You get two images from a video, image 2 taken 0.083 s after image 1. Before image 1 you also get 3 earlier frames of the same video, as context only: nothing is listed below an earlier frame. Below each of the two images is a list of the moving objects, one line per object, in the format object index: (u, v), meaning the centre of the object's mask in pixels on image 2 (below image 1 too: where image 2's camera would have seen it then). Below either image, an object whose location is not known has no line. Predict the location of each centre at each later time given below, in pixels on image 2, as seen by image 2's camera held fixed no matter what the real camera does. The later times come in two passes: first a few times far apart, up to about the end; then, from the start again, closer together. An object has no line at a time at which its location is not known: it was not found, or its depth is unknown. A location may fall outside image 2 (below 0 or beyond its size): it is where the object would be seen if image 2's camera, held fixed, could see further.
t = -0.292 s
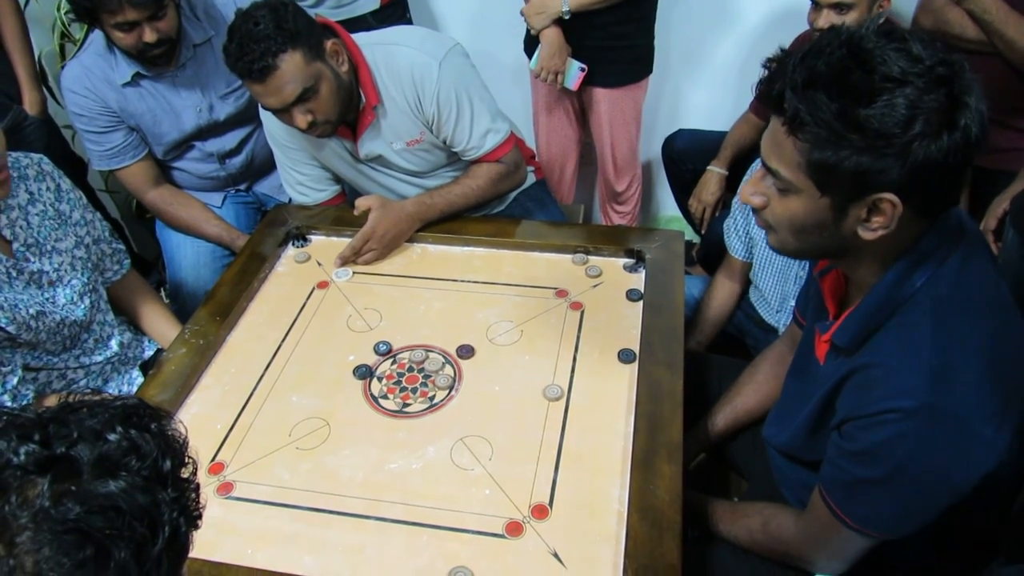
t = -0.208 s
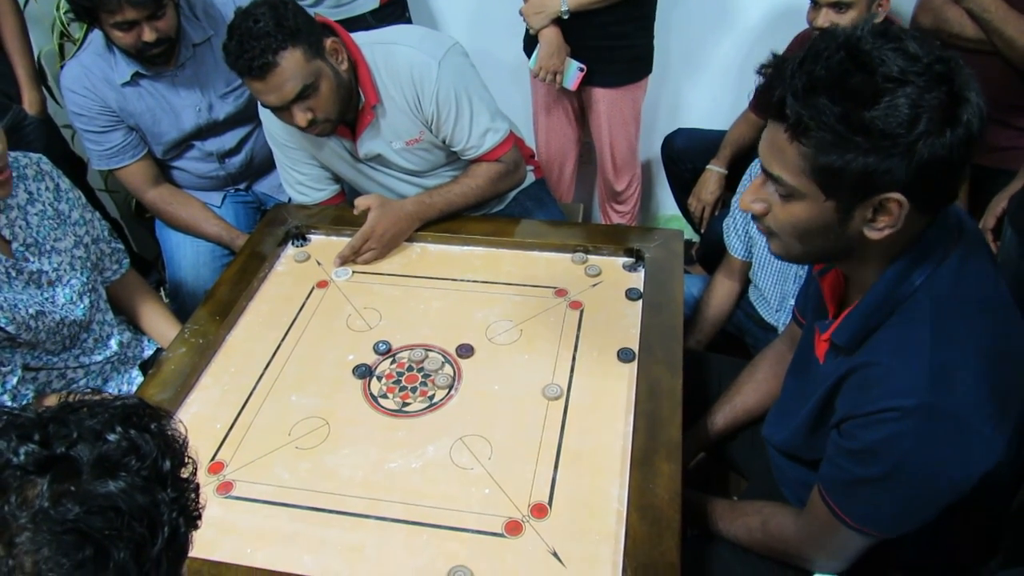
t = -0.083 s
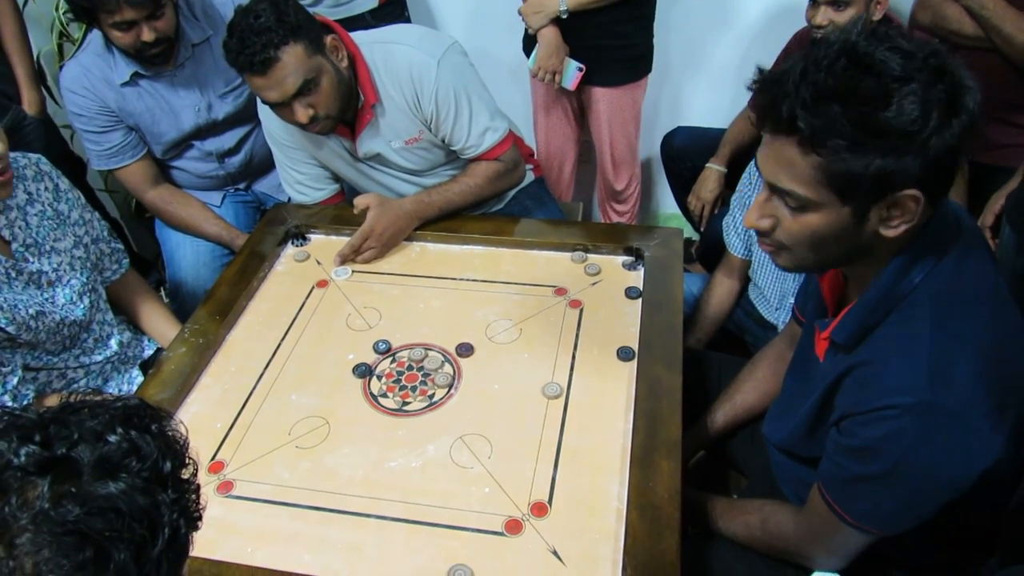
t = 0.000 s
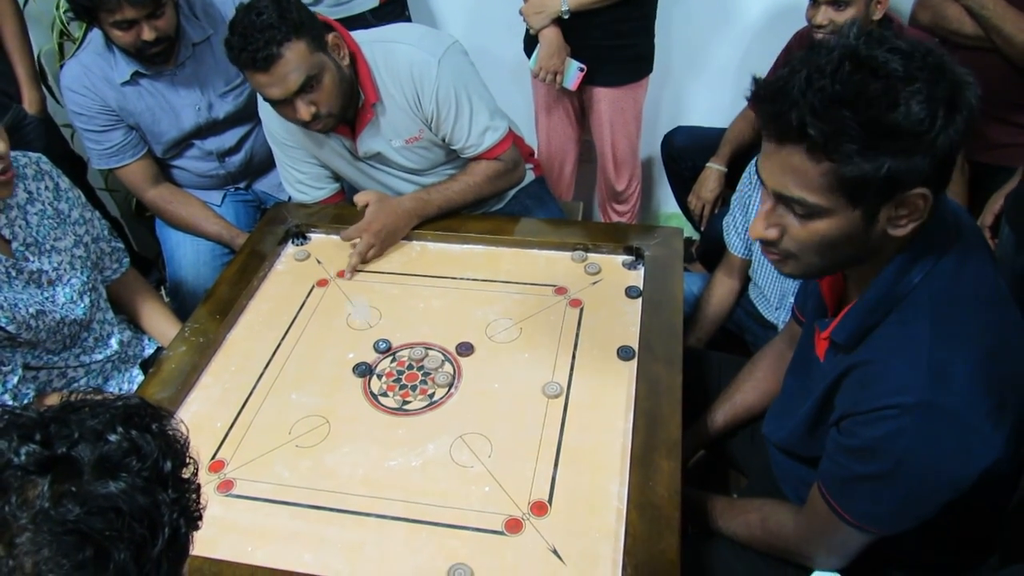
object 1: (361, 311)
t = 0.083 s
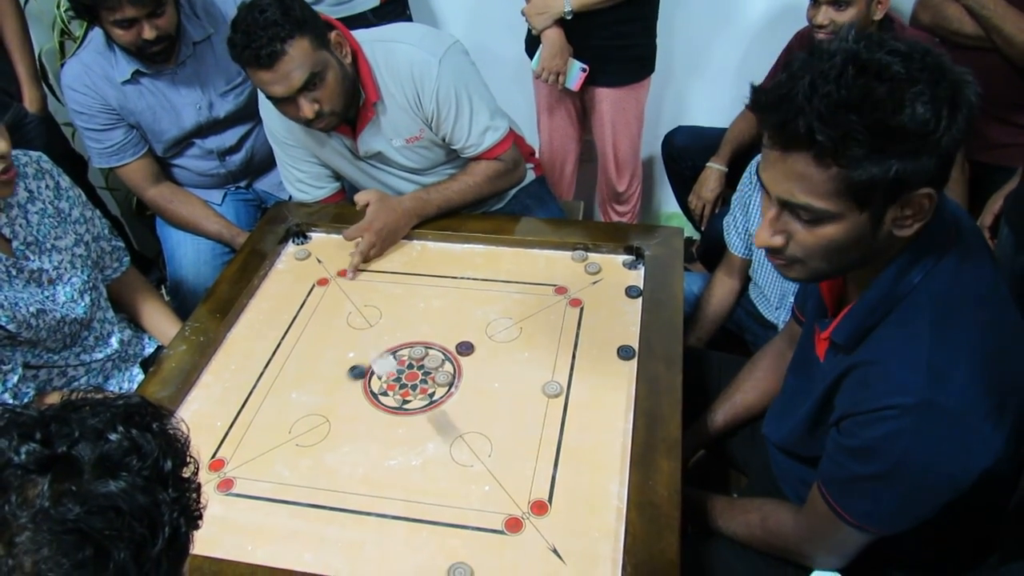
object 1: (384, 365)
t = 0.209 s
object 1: (421, 423)
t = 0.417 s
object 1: (479, 516)
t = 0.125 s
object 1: (396, 384)
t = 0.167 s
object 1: (408, 403)
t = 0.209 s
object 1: (421, 423)
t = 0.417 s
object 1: (479, 516)
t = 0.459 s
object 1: (491, 537)
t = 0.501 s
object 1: (501, 553)
